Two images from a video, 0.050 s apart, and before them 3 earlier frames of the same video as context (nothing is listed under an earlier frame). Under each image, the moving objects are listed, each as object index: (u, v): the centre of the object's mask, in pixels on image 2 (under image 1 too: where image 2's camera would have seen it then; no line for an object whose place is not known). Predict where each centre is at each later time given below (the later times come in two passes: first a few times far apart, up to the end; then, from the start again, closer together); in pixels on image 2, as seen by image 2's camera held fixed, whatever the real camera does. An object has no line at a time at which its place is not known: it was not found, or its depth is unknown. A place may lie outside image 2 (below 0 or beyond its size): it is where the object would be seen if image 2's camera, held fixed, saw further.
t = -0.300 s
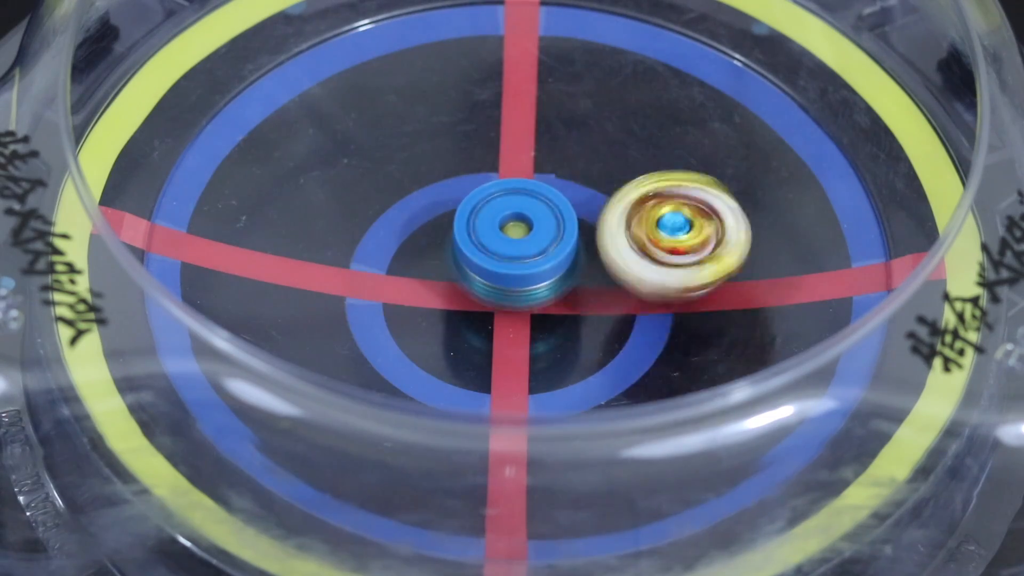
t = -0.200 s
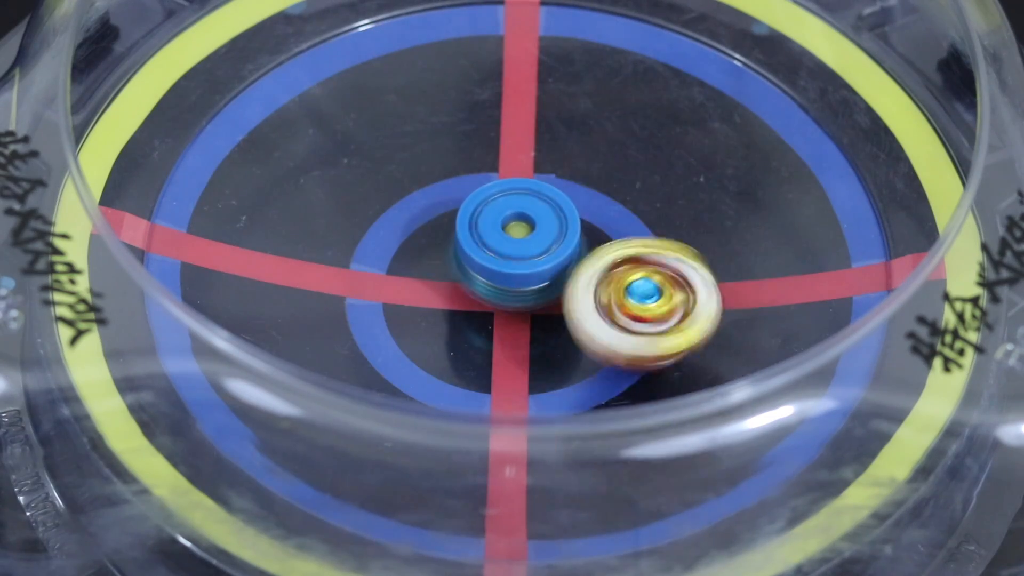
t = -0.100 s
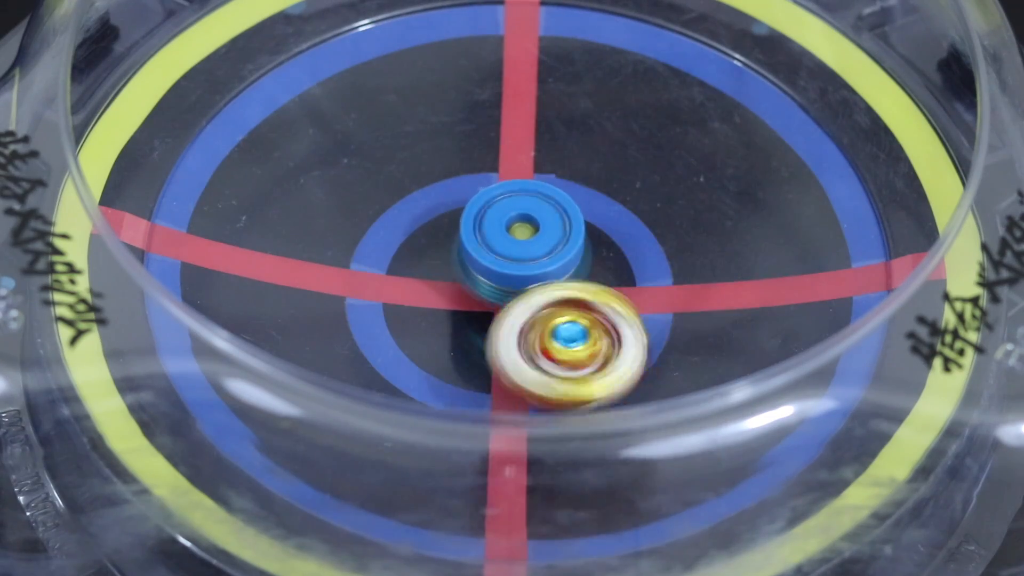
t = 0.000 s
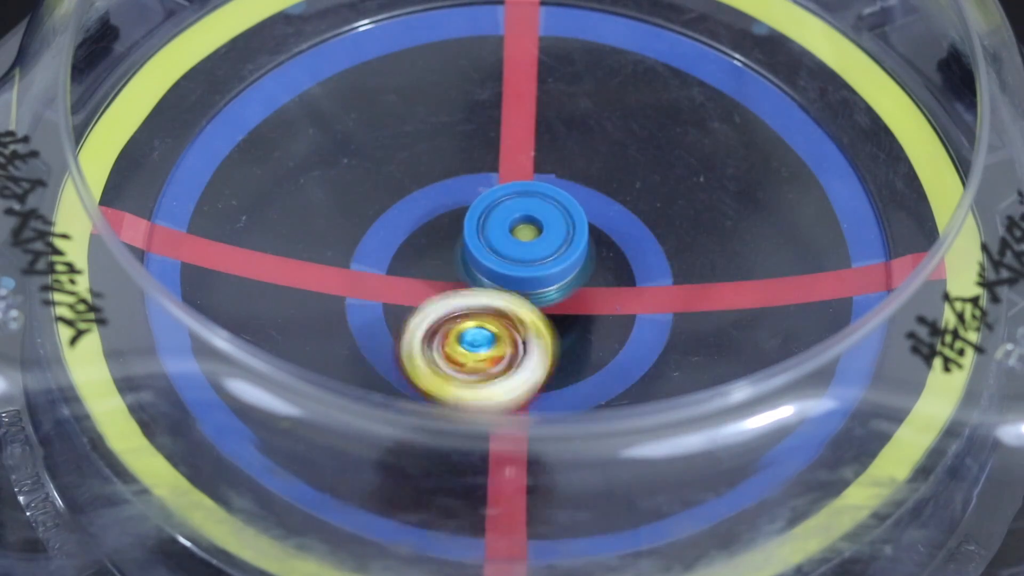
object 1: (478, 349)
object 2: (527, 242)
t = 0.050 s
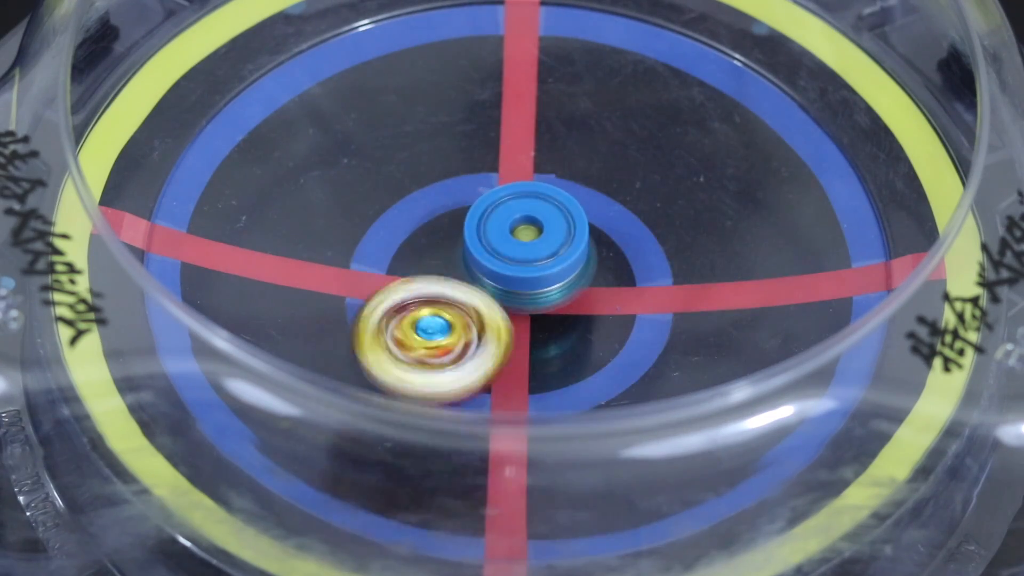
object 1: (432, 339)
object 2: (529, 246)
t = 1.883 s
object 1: (641, 158)
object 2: (521, 241)
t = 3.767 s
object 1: (337, 235)
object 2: (508, 218)
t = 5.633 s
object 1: (570, 198)
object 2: (479, 362)
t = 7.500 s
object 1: (442, 268)
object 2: (493, 169)
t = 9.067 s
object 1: (482, 180)
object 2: (561, 296)
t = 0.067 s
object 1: (417, 333)
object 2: (528, 246)
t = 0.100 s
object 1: (394, 318)
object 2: (528, 246)
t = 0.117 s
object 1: (383, 309)
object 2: (529, 247)
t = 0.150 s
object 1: (366, 289)
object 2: (529, 249)
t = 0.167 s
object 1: (359, 279)
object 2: (528, 248)
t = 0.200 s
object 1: (351, 256)
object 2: (529, 248)
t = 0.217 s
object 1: (349, 244)
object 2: (529, 249)
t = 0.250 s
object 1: (351, 223)
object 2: (528, 249)
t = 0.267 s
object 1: (354, 211)
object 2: (529, 249)
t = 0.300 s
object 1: (362, 191)
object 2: (529, 249)
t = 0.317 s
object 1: (373, 181)
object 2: (529, 251)
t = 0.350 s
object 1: (388, 162)
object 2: (529, 251)
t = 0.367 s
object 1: (399, 156)
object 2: (529, 250)
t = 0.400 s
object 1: (426, 141)
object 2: (529, 251)
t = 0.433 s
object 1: (450, 133)
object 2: (528, 253)
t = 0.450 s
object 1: (470, 130)
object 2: (528, 252)
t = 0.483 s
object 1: (497, 127)
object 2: (529, 252)
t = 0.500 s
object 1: (514, 128)
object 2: (530, 253)
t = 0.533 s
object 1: (545, 130)
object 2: (530, 254)
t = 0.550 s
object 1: (559, 133)
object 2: (529, 254)
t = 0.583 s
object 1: (593, 136)
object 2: (527, 261)
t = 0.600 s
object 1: (605, 140)
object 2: (526, 264)
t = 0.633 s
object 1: (635, 151)
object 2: (526, 268)
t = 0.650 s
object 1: (646, 158)
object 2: (525, 268)
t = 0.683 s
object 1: (667, 175)
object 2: (527, 270)
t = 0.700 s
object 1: (678, 185)
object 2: (527, 272)
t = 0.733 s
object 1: (688, 205)
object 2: (528, 274)
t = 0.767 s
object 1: (698, 227)
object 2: (530, 274)
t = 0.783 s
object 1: (697, 238)
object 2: (532, 274)
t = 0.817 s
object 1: (698, 263)
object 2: (534, 276)
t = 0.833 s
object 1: (691, 273)
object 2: (534, 277)
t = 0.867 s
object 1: (680, 295)
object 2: (534, 276)
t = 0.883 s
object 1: (671, 305)
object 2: (534, 276)
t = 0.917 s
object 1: (653, 324)
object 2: (531, 274)
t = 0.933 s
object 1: (646, 335)
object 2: (526, 272)
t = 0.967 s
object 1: (626, 348)
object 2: (518, 266)
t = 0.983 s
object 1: (612, 353)
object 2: (515, 264)
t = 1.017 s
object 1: (587, 362)
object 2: (510, 261)
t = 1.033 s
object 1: (570, 364)
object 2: (508, 261)
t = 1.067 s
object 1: (541, 368)
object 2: (504, 260)
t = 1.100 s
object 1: (509, 366)
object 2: (501, 257)
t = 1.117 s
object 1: (492, 363)
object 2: (500, 257)
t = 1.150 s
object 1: (465, 357)
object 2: (498, 256)
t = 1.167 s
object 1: (449, 350)
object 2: (499, 256)
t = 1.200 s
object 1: (423, 338)
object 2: (496, 256)
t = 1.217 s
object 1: (413, 333)
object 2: (496, 255)
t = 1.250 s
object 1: (382, 320)
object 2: (499, 248)
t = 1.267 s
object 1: (370, 313)
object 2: (501, 244)
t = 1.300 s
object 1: (353, 296)
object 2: (502, 237)
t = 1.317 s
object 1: (343, 286)
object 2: (502, 235)
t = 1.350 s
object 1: (332, 265)
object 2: (499, 230)
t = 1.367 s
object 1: (328, 254)
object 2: (497, 228)
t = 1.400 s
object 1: (329, 232)
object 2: (492, 227)
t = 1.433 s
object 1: (333, 210)
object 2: (486, 223)
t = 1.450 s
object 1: (337, 200)
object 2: (484, 222)
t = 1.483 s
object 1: (349, 180)
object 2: (486, 219)
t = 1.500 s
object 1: (352, 169)
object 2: (489, 220)
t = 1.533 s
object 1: (365, 152)
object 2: (493, 223)
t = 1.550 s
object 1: (377, 144)
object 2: (494, 224)
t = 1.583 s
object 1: (399, 127)
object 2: (498, 226)
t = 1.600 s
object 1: (409, 122)
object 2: (501, 228)
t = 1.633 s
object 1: (434, 113)
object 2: (505, 230)
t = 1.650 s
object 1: (449, 109)
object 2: (506, 230)
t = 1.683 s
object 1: (478, 106)
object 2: (507, 230)
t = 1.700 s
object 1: (491, 104)
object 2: (508, 232)
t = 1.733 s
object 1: (524, 104)
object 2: (512, 234)
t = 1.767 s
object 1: (553, 108)
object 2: (514, 237)
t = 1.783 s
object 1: (566, 112)
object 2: (516, 238)
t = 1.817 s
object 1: (597, 124)
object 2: (517, 240)
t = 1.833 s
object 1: (608, 130)
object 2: (518, 241)
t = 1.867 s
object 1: (628, 148)
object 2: (520, 241)
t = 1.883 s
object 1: (641, 158)
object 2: (521, 241)
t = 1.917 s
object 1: (655, 179)
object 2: (523, 243)
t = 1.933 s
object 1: (660, 191)
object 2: (523, 244)
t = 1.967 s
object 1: (671, 216)
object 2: (524, 246)
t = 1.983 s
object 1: (670, 228)
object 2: (524, 246)
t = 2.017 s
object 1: (668, 253)
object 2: (527, 246)
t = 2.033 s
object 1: (665, 265)
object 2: (528, 246)
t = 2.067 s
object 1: (655, 288)
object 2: (528, 247)
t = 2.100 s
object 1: (640, 310)
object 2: (529, 247)
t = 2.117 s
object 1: (631, 320)
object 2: (529, 246)
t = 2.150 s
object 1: (608, 336)
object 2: (531, 245)
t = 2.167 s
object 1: (595, 342)
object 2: (533, 243)
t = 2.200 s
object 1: (569, 353)
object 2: (538, 245)
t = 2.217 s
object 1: (556, 355)
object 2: (539, 246)
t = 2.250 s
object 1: (523, 358)
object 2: (542, 247)
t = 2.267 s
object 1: (509, 360)
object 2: (543, 250)
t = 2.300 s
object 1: (481, 358)
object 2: (544, 252)
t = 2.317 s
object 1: (464, 356)
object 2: (545, 253)
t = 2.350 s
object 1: (435, 348)
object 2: (545, 254)
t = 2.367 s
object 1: (421, 343)
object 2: (545, 254)
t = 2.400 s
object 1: (399, 331)
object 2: (546, 255)
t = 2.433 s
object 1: (377, 313)
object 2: (547, 255)
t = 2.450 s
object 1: (369, 304)
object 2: (547, 255)
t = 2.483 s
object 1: (357, 284)
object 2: (548, 253)
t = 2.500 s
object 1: (355, 274)
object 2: (548, 252)
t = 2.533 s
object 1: (351, 250)
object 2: (548, 251)
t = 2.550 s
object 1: (350, 239)
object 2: (548, 252)
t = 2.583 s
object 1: (356, 218)
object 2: (549, 252)
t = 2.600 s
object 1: (360, 207)
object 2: (548, 252)
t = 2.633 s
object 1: (376, 188)
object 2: (547, 252)
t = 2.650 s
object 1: (385, 178)
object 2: (547, 252)
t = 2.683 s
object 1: (404, 161)
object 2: (546, 251)
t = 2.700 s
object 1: (416, 155)
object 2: (545, 251)
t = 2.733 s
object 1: (445, 143)
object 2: (544, 252)
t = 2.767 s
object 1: (472, 134)
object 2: (543, 253)
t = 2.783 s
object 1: (486, 132)
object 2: (542, 254)
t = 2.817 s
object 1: (516, 131)
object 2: (541, 254)
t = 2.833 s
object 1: (531, 131)
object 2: (539, 254)
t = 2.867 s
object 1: (562, 132)
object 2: (538, 256)
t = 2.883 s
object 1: (575, 133)
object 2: (537, 256)
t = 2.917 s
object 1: (601, 141)
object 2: (536, 259)
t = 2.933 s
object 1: (616, 145)
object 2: (535, 260)
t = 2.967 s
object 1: (641, 156)
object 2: (534, 264)
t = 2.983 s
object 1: (649, 163)
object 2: (533, 265)
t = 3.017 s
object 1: (667, 180)
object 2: (531, 267)
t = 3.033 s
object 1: (675, 189)
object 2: (531, 267)
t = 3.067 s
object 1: (687, 208)
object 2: (530, 268)
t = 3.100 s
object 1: (690, 229)
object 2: (529, 269)
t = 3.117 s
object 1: (690, 240)
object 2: (529, 271)
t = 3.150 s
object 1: (689, 262)
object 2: (528, 273)
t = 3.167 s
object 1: (685, 271)
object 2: (527, 274)
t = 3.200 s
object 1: (670, 290)
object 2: (526, 276)
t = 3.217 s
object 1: (663, 301)
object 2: (525, 276)
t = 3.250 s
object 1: (645, 318)
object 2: (521, 275)
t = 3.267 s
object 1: (634, 325)
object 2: (517, 272)
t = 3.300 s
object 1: (612, 339)
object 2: (510, 266)
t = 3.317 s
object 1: (599, 344)
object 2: (508, 263)
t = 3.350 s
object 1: (573, 352)
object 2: (506, 260)
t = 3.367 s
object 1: (560, 353)
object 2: (505, 258)
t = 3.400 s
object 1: (527, 352)
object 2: (505, 253)
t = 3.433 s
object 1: (497, 349)
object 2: (508, 251)
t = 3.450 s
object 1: (484, 348)
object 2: (508, 251)
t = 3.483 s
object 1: (456, 348)
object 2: (508, 245)
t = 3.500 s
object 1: (440, 348)
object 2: (508, 240)
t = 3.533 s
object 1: (412, 341)
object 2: (510, 228)
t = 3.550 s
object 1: (397, 337)
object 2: (512, 224)
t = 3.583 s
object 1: (375, 329)
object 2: (516, 218)
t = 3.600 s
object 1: (367, 323)
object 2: (517, 216)
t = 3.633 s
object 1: (351, 309)
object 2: (519, 215)
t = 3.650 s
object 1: (345, 301)
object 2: (519, 214)
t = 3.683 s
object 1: (337, 282)
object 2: (518, 215)
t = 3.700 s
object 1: (333, 272)
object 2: (516, 216)
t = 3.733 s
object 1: (332, 253)
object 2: (512, 217)
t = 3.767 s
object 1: (337, 235)
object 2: (508, 218)
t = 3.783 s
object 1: (343, 226)
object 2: (505, 219)
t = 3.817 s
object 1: (356, 209)
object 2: (500, 219)
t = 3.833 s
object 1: (363, 202)
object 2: (501, 219)
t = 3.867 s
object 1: (373, 186)
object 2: (511, 220)
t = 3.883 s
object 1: (380, 178)
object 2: (515, 221)
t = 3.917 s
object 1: (389, 162)
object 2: (531, 225)
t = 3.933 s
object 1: (393, 155)
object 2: (540, 228)
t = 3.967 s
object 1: (407, 143)
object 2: (554, 233)
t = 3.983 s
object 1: (415, 137)
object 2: (559, 235)
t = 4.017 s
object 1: (435, 131)
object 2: (566, 239)
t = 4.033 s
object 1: (448, 129)
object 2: (568, 241)
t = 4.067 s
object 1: (474, 128)
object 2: (569, 243)
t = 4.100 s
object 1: (499, 130)
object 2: (570, 243)
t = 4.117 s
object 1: (509, 131)
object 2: (570, 245)
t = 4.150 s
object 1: (525, 125)
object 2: (577, 260)
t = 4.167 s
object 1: (534, 125)
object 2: (580, 266)
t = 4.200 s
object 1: (553, 126)
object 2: (582, 274)
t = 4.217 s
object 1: (562, 129)
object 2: (583, 277)
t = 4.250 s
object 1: (583, 135)
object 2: (582, 280)
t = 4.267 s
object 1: (591, 140)
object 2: (582, 281)
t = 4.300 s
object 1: (603, 151)
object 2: (582, 282)
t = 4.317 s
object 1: (607, 157)
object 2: (582, 282)
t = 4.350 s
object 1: (617, 158)
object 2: (576, 302)
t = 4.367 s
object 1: (622, 156)
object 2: (572, 314)
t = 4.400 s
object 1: (632, 155)
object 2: (565, 334)
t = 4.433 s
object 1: (640, 157)
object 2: (561, 346)
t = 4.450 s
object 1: (643, 161)
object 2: (559, 349)
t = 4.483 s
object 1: (647, 166)
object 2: (558, 354)
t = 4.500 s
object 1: (647, 169)
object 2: (558, 355)
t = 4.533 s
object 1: (644, 176)
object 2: (562, 357)
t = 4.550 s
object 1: (642, 181)
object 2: (564, 358)
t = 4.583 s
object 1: (633, 191)
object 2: (570, 359)
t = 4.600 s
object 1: (626, 197)
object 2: (572, 359)
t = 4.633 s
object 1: (612, 208)
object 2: (577, 359)
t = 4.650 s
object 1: (606, 212)
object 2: (579, 358)
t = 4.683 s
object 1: (588, 222)
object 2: (583, 356)
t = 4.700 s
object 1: (578, 227)
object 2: (585, 355)
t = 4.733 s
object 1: (557, 233)
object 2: (587, 353)
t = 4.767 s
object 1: (534, 237)
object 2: (589, 351)
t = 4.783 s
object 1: (522, 238)
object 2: (590, 350)
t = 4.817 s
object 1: (498, 238)
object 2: (590, 347)
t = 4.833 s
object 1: (488, 239)
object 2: (590, 346)
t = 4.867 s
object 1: (467, 237)
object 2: (589, 342)
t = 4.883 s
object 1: (454, 236)
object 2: (588, 341)
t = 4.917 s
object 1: (435, 233)
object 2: (586, 337)
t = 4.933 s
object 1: (429, 231)
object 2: (585, 336)
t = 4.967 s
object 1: (412, 226)
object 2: (581, 332)
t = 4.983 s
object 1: (403, 223)
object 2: (580, 330)
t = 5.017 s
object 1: (391, 217)
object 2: (576, 327)
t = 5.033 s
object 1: (388, 212)
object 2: (574, 325)
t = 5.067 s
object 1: (381, 204)
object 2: (569, 322)
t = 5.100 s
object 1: (377, 197)
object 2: (563, 320)
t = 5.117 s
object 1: (376, 195)
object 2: (560, 319)
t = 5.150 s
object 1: (378, 189)
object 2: (553, 318)
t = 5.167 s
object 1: (381, 185)
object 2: (549, 319)
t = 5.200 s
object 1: (387, 182)
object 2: (540, 319)
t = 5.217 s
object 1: (391, 182)
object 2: (535, 319)
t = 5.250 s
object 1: (400, 181)
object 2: (526, 319)
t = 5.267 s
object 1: (405, 180)
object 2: (522, 319)
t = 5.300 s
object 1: (418, 181)
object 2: (512, 320)
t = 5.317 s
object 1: (426, 183)
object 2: (507, 320)
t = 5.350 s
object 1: (441, 188)
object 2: (498, 320)
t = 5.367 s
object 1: (448, 190)
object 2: (493, 319)
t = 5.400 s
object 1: (464, 197)
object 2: (485, 319)
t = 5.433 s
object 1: (478, 192)
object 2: (483, 338)
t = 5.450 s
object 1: (484, 188)
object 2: (481, 347)
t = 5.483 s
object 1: (499, 183)
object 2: (478, 357)
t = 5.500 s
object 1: (509, 183)
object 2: (477, 360)
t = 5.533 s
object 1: (525, 183)
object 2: (477, 364)
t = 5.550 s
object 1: (532, 184)
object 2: (477, 363)
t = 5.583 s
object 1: (548, 187)
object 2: (477, 364)
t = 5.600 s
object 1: (557, 191)
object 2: (478, 362)
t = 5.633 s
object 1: (570, 198)
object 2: (479, 362)
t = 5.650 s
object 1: (576, 202)
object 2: (479, 361)
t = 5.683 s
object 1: (586, 212)
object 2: (480, 358)
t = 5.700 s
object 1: (590, 218)
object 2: (480, 357)
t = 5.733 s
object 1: (595, 230)
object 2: (480, 355)
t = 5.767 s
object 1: (598, 243)
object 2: (479, 351)
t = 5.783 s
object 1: (596, 249)
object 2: (478, 350)
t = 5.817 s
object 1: (592, 262)
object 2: (477, 345)
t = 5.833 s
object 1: (592, 266)
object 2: (472, 344)
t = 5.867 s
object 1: (594, 273)
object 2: (457, 342)
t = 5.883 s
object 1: (594, 276)
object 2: (452, 341)
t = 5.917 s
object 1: (592, 282)
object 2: (444, 336)
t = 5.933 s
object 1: (591, 285)
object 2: (441, 334)
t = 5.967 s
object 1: (585, 290)
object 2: (437, 329)
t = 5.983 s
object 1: (581, 292)
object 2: (434, 326)
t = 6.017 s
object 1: (577, 294)
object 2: (424, 322)
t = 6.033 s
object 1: (579, 294)
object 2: (414, 319)
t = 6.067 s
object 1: (583, 292)
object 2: (398, 314)
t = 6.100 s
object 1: (584, 289)
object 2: (389, 309)
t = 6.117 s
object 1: (582, 287)
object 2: (387, 307)
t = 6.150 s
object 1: (581, 283)
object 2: (384, 302)
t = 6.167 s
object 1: (581, 281)
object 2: (383, 299)
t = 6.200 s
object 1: (580, 275)
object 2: (384, 294)
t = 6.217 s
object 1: (577, 271)
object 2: (386, 292)
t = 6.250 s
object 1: (575, 264)
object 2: (392, 288)
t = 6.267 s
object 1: (575, 261)
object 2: (396, 286)
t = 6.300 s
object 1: (572, 253)
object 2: (403, 283)
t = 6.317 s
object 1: (571, 249)
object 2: (407, 282)
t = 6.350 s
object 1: (568, 242)
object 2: (416, 281)
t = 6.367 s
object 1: (567, 238)
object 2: (419, 281)
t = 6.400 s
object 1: (565, 231)
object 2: (428, 280)
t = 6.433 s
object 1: (568, 222)
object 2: (428, 277)
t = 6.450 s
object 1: (572, 218)
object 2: (427, 274)
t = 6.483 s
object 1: (579, 209)
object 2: (426, 267)
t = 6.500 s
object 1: (581, 205)
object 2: (425, 263)
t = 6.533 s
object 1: (587, 198)
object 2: (426, 254)
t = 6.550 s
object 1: (591, 196)
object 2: (426, 249)
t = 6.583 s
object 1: (595, 191)
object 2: (426, 240)
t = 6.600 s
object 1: (596, 188)
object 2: (426, 236)
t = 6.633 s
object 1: (601, 185)
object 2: (427, 228)
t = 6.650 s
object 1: (603, 185)
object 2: (429, 224)
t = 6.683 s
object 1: (607, 185)
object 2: (430, 219)
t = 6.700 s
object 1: (608, 185)
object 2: (432, 216)
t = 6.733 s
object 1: (610, 189)
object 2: (436, 211)
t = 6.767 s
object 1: (607, 194)
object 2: (440, 205)
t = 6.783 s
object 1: (604, 198)
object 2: (441, 203)
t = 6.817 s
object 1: (597, 204)
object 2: (445, 198)
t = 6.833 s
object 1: (593, 207)
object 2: (447, 196)
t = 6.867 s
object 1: (589, 212)
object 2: (446, 192)
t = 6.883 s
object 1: (597, 219)
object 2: (433, 187)
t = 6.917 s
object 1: (612, 230)
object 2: (411, 179)
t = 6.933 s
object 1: (617, 236)
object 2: (404, 177)
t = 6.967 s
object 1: (622, 248)
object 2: (399, 172)
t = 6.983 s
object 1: (621, 254)
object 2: (399, 170)
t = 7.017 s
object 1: (620, 265)
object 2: (402, 167)
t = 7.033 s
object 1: (620, 271)
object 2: (404, 165)
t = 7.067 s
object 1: (615, 281)
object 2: (408, 162)
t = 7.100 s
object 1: (607, 291)
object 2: (413, 162)
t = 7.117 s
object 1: (602, 295)
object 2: (415, 162)
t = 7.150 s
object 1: (591, 302)
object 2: (420, 164)
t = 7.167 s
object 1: (584, 305)
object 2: (423, 166)
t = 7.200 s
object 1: (567, 309)
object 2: (430, 169)
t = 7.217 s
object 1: (559, 310)
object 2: (434, 171)
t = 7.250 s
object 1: (538, 308)
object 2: (440, 174)
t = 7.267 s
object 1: (527, 305)
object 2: (443, 175)
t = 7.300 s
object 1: (509, 300)
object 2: (447, 178)
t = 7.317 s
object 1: (502, 297)
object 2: (449, 179)
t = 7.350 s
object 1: (487, 288)
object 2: (453, 178)
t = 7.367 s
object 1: (481, 283)
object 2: (455, 178)
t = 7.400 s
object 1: (469, 280)
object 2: (463, 174)
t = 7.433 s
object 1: (459, 278)
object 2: (474, 170)
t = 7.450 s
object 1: (452, 276)
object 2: (479, 169)
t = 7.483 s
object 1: (444, 271)
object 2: (489, 169)
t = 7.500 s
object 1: (442, 268)
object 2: (493, 169)
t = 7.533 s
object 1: (437, 262)
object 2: (503, 171)
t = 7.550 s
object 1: (436, 259)
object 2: (508, 173)
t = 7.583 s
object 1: (429, 254)
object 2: (518, 176)
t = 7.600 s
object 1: (426, 252)
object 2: (523, 178)
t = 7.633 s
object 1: (424, 247)
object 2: (533, 182)
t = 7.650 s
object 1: (426, 246)
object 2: (537, 184)
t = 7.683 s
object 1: (429, 242)
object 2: (545, 186)
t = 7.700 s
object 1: (430, 241)
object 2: (548, 188)
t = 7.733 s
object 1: (433, 238)
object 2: (554, 192)
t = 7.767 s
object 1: (429, 238)
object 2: (566, 193)
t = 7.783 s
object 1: (428, 237)
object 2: (575, 193)
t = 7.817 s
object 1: (426, 239)
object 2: (588, 194)
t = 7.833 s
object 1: (427, 241)
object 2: (594, 195)
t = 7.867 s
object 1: (426, 244)
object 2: (600, 197)
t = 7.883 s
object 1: (424, 244)
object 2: (604, 199)
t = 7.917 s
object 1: (425, 245)
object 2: (609, 203)
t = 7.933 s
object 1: (425, 246)
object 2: (611, 206)
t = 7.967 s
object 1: (430, 247)
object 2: (616, 211)
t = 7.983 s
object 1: (435, 248)
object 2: (619, 214)
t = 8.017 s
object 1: (438, 250)
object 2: (623, 218)
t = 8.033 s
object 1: (440, 249)
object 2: (625, 220)
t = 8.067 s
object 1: (447, 250)
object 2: (628, 225)
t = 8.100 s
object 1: (457, 252)
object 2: (630, 230)
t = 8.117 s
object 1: (462, 253)
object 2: (630, 234)
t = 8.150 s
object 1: (473, 257)
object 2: (633, 240)
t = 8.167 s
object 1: (475, 258)
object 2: (634, 242)
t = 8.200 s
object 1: (485, 260)
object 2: (635, 247)
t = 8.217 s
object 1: (493, 261)
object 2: (635, 249)
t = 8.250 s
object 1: (492, 266)
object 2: (648, 253)
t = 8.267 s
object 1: (490, 269)
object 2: (652, 256)
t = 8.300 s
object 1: (484, 272)
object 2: (657, 262)
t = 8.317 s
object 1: (484, 273)
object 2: (658, 265)
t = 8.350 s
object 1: (483, 273)
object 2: (660, 269)
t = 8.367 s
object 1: (484, 274)
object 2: (659, 271)
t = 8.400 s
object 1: (485, 275)
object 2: (658, 276)
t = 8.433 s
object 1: (482, 273)
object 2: (654, 282)
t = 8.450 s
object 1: (482, 272)
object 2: (652, 284)
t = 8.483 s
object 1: (485, 270)
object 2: (647, 286)
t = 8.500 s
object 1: (487, 270)
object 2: (644, 286)
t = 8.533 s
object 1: (488, 268)
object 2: (637, 285)
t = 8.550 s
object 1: (489, 267)
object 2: (635, 285)
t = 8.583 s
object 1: (471, 261)
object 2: (651, 286)
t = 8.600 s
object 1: (460, 258)
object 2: (659, 286)
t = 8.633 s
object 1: (443, 252)
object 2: (671, 286)
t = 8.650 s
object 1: (434, 249)
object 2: (673, 286)
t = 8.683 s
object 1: (420, 237)
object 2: (674, 288)
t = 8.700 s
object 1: (416, 233)
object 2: (673, 291)
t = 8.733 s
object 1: (409, 225)
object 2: (670, 294)
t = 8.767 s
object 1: (401, 214)
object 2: (665, 294)
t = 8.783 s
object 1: (400, 208)
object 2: (660, 293)
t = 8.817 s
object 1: (402, 200)
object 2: (651, 295)
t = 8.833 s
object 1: (402, 196)
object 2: (646, 296)
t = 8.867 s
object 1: (405, 187)
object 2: (635, 297)
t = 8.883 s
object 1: (409, 183)
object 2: (630, 297)
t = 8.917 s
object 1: (420, 179)
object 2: (617, 295)
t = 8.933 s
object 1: (426, 177)
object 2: (611, 295)
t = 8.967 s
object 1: (436, 174)
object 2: (599, 297)
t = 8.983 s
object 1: (444, 173)
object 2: (592, 297)
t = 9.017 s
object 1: (461, 175)
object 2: (580, 297)
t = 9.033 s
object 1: (467, 177)
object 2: (574, 296)
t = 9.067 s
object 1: (482, 180)
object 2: (561, 296)
